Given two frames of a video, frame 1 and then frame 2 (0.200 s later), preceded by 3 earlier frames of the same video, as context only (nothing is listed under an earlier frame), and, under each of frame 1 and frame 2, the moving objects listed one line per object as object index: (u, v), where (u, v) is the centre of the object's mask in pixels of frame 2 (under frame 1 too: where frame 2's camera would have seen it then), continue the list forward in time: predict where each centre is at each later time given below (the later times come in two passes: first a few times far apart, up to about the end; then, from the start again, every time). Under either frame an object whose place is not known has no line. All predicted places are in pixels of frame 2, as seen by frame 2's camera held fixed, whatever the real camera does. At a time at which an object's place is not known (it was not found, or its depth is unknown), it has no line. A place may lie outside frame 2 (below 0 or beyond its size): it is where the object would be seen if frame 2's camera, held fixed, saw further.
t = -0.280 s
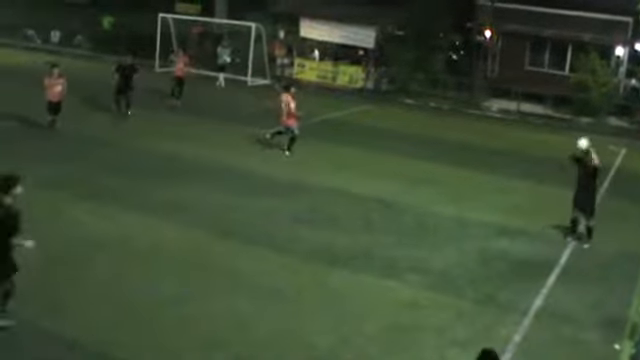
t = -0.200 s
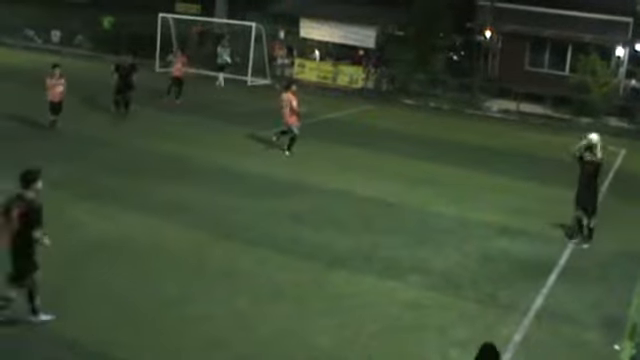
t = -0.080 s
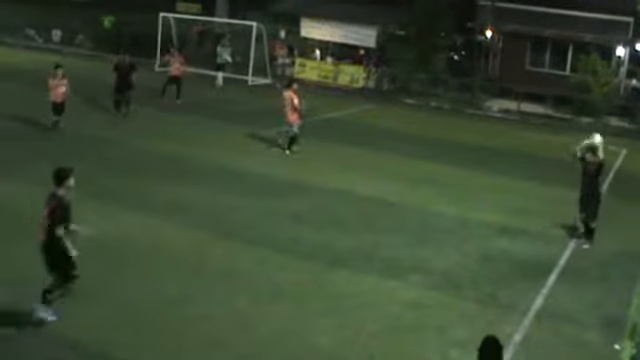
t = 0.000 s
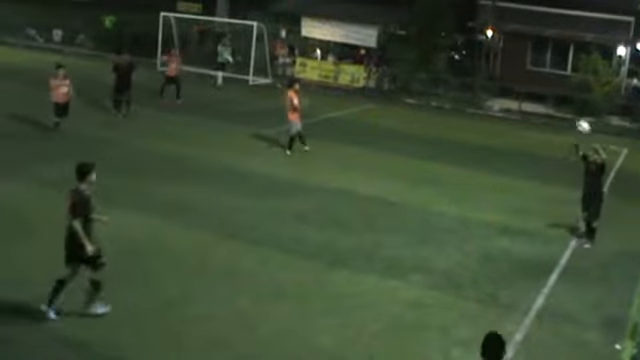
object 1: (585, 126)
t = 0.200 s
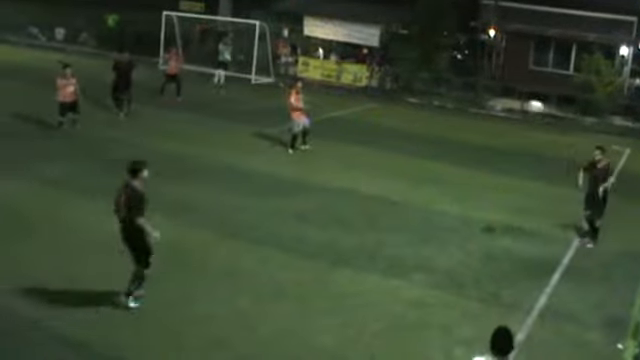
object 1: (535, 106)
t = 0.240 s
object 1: (522, 105)
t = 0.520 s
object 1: (435, 126)
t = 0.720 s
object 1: (362, 176)
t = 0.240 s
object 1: (522, 105)
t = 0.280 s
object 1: (511, 105)
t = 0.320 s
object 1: (499, 105)
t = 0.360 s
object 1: (488, 108)
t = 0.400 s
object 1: (475, 111)
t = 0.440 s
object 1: (462, 114)
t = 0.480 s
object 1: (449, 119)
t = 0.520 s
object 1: (435, 126)
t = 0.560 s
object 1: (422, 134)
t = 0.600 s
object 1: (407, 142)
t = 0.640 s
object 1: (392, 152)
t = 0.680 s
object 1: (377, 163)
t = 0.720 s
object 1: (362, 176)
